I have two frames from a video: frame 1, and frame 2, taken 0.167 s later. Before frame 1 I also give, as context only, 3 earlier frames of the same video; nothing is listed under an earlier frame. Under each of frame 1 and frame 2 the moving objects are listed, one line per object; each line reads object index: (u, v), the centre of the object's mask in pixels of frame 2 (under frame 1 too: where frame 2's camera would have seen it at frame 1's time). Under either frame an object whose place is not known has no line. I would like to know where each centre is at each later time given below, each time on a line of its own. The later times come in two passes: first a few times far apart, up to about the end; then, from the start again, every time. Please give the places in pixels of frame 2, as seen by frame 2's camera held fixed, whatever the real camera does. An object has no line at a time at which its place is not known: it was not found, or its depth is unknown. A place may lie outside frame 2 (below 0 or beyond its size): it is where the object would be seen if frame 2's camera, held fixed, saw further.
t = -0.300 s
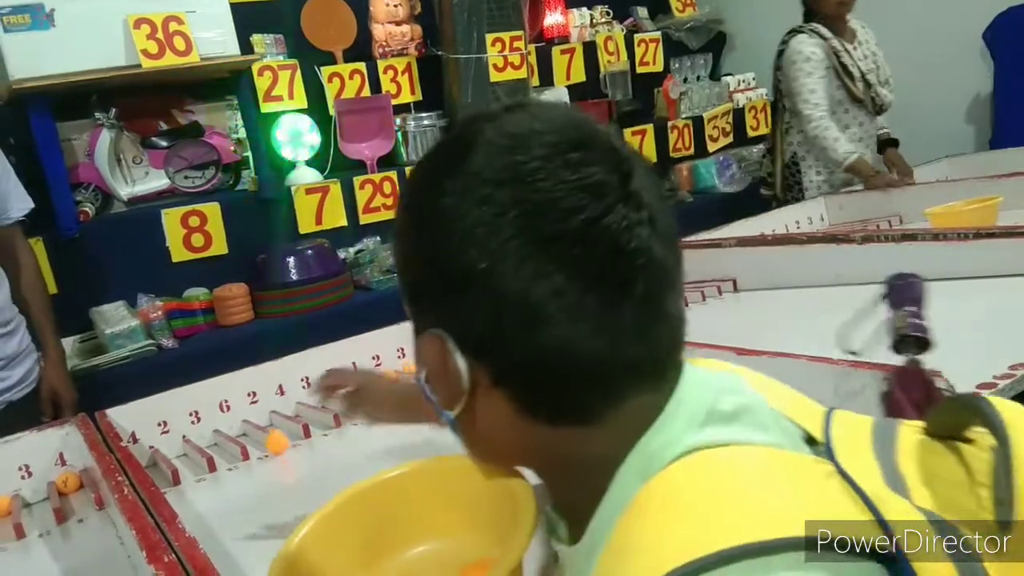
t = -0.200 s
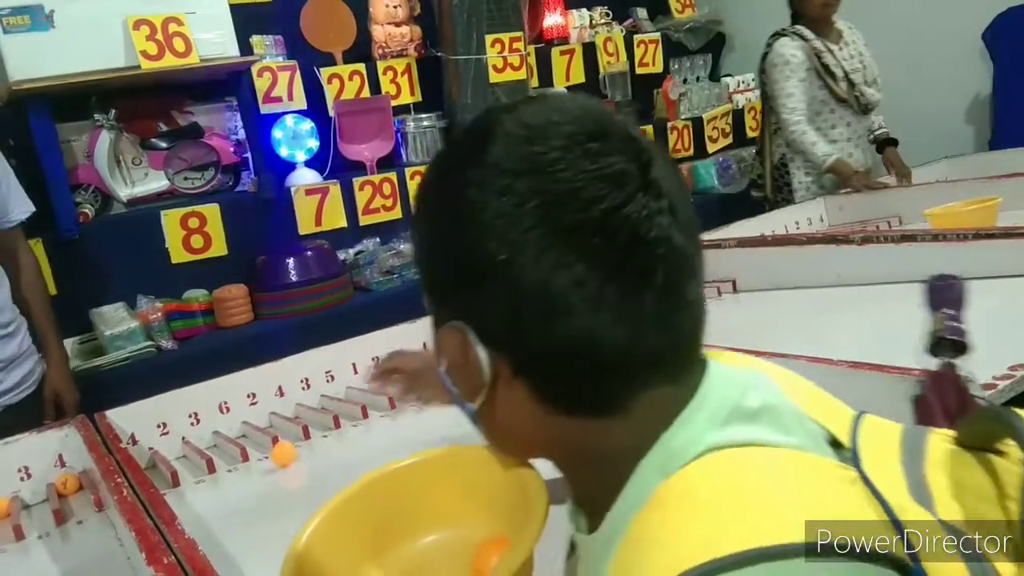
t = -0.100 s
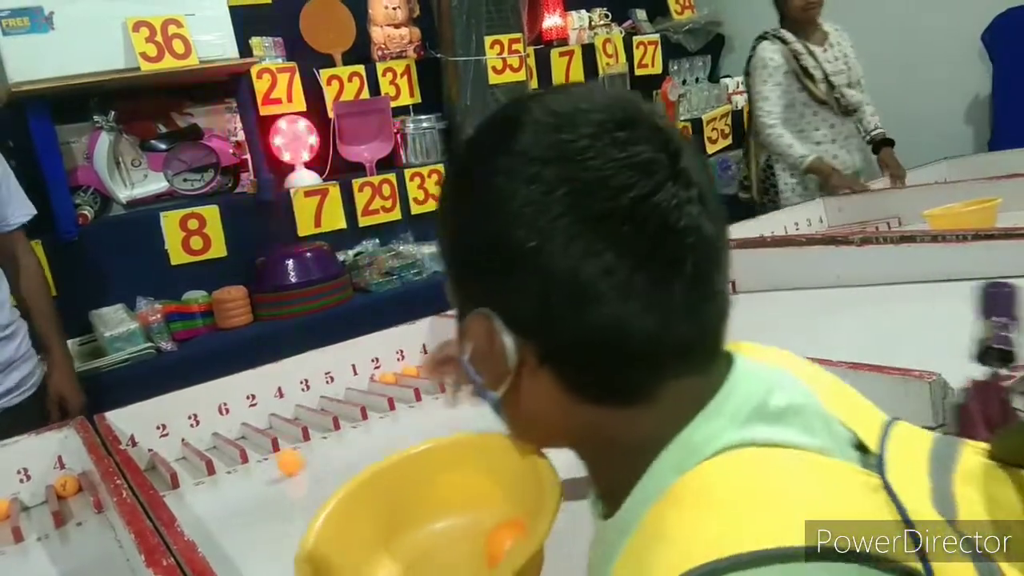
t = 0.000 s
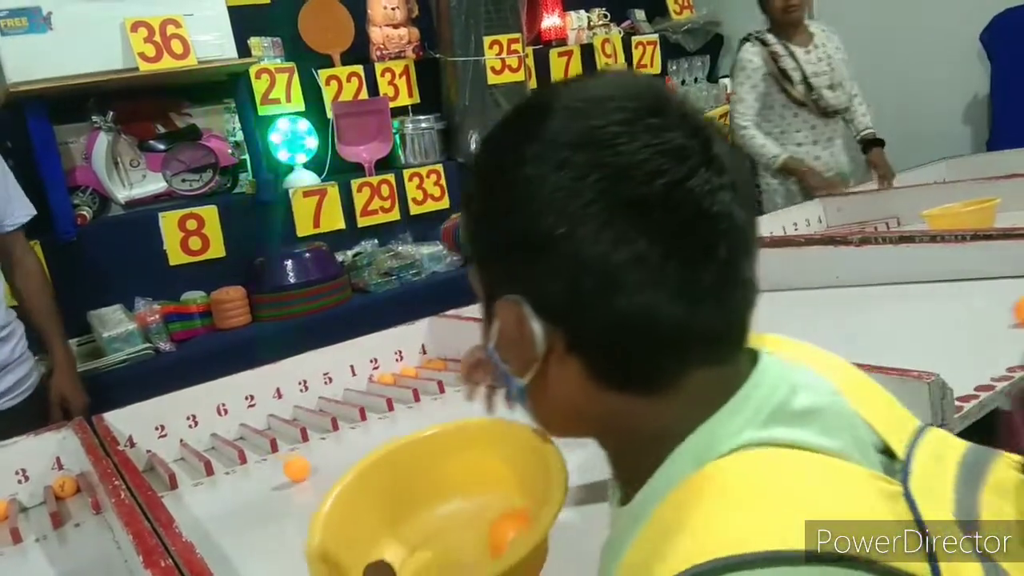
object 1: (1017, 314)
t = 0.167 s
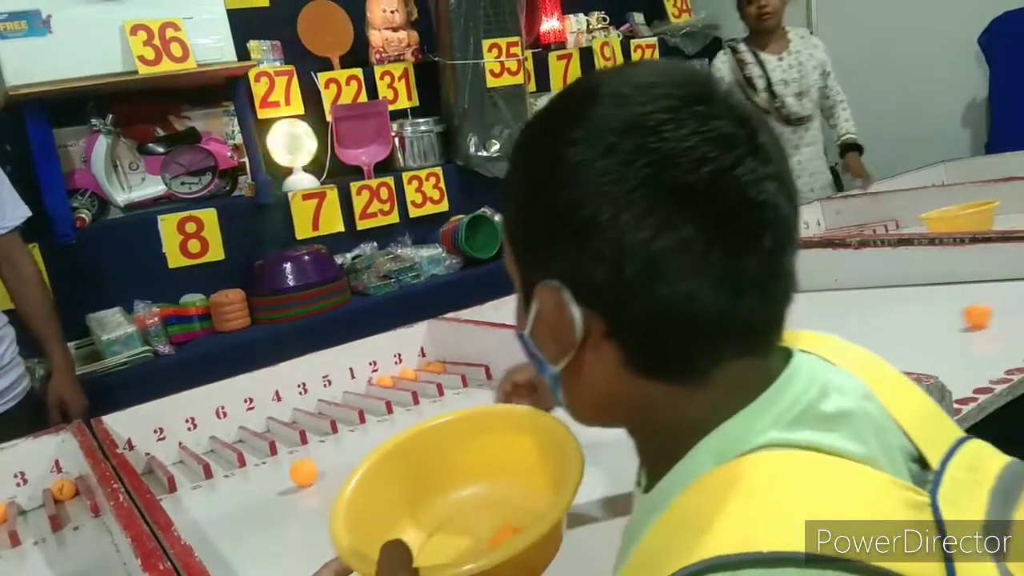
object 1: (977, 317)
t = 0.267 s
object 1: (942, 318)
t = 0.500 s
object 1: (851, 320)
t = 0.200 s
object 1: (966, 316)
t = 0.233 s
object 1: (954, 317)
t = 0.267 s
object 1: (942, 318)
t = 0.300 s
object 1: (929, 319)
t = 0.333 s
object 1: (917, 319)
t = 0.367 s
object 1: (904, 319)
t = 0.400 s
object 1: (891, 320)
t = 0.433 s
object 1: (877, 320)
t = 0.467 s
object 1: (864, 320)
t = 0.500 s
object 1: (851, 320)
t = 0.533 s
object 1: (839, 319)
